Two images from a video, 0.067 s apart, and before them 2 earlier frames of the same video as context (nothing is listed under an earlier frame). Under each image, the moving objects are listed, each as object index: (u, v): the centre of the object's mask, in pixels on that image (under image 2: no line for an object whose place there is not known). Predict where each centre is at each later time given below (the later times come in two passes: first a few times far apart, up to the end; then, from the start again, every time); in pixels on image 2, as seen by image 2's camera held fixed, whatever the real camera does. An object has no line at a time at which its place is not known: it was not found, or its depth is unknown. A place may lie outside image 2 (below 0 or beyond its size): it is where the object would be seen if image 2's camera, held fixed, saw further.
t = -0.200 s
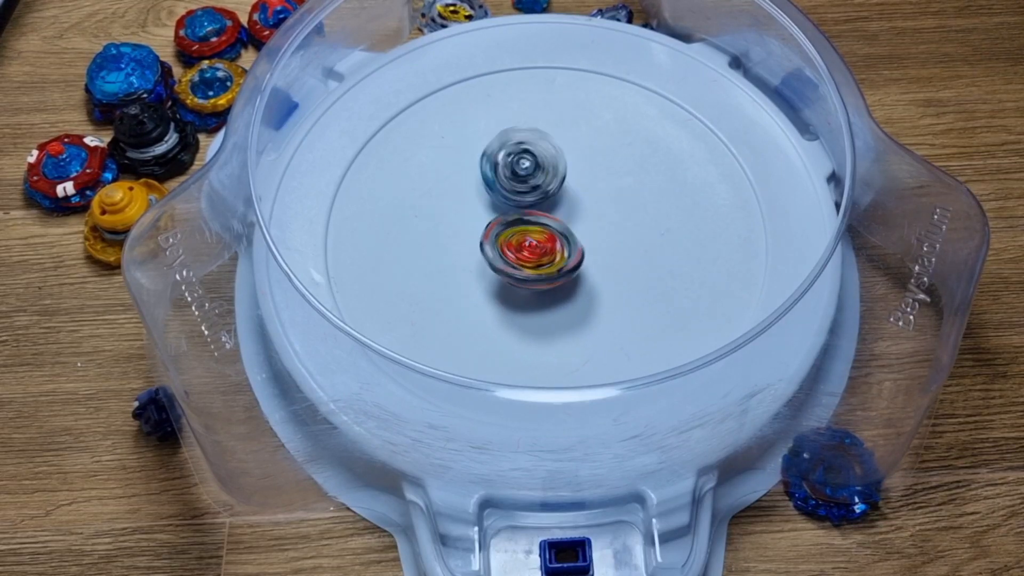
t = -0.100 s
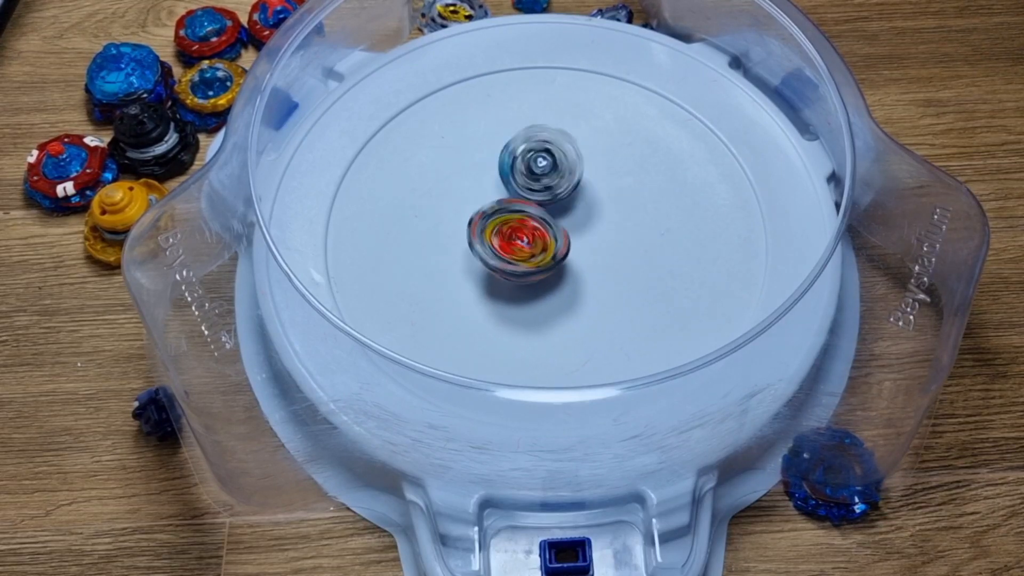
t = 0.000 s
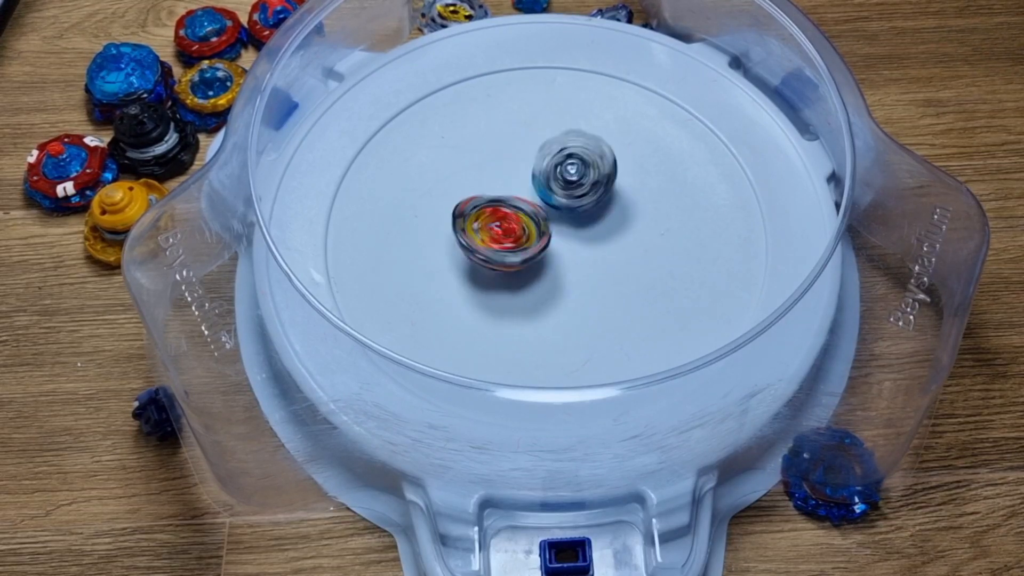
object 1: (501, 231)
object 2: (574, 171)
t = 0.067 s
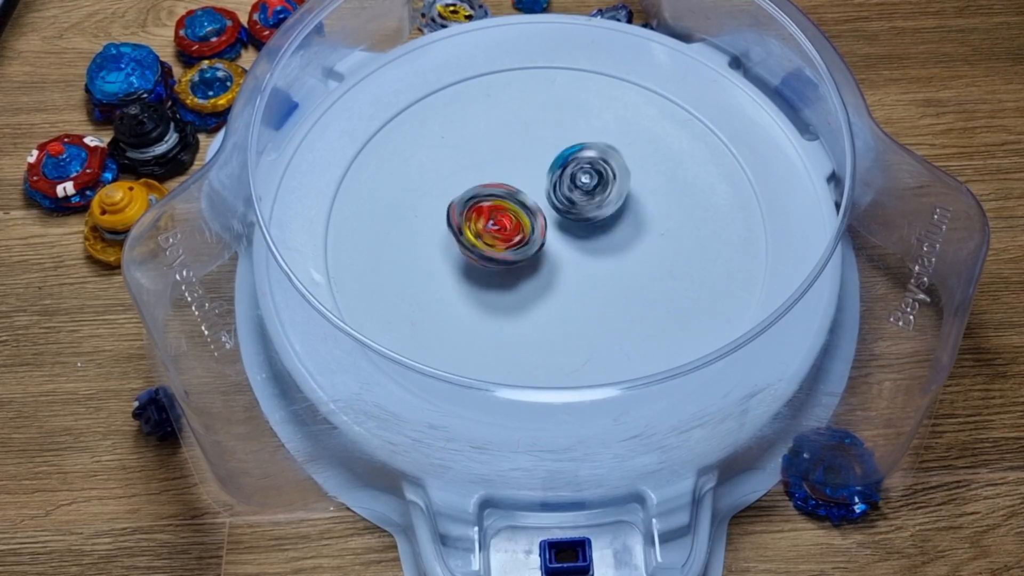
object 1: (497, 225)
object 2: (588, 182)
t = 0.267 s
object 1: (500, 204)
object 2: (602, 221)
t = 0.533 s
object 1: (532, 183)
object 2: (564, 265)
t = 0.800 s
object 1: (569, 179)
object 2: (515, 247)
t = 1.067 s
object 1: (584, 212)
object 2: (469, 194)
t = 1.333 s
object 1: (543, 223)
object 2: (464, 193)
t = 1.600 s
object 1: (537, 224)
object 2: (461, 175)
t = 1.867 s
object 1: (553, 233)
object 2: (460, 178)
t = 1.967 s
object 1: (552, 235)
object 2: (460, 180)
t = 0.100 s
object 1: (495, 221)
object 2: (594, 189)
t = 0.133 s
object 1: (493, 216)
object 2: (597, 195)
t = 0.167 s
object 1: (495, 213)
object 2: (600, 201)
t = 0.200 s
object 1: (495, 210)
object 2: (601, 206)
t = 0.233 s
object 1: (498, 206)
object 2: (602, 214)
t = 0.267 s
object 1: (500, 204)
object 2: (602, 221)
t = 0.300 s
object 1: (506, 201)
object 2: (599, 229)
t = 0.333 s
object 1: (510, 200)
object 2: (595, 236)
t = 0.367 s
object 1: (513, 194)
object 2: (593, 243)
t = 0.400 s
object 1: (517, 193)
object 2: (592, 250)
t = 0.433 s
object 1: (517, 186)
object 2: (590, 257)
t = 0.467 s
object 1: (524, 183)
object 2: (582, 262)
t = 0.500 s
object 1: (528, 184)
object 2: (573, 266)
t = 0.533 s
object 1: (532, 183)
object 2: (564, 265)
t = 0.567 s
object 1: (537, 177)
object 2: (559, 272)
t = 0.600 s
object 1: (543, 174)
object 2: (549, 270)
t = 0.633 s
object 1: (548, 175)
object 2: (540, 269)
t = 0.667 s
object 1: (549, 178)
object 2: (536, 263)
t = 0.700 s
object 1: (557, 173)
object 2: (527, 267)
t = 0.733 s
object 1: (564, 175)
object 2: (520, 261)
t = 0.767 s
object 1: (567, 177)
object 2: (518, 256)
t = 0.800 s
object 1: (569, 179)
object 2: (515, 247)
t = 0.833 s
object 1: (572, 180)
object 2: (512, 241)
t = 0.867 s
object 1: (580, 183)
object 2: (507, 233)
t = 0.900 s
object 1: (582, 192)
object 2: (501, 225)
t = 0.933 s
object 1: (584, 195)
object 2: (495, 218)
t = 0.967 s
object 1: (586, 198)
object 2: (489, 212)
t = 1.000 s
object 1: (584, 204)
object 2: (479, 204)
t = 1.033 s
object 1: (584, 208)
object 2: (473, 198)
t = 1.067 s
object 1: (584, 212)
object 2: (469, 194)
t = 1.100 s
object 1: (582, 216)
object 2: (467, 191)
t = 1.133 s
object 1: (578, 220)
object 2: (467, 191)
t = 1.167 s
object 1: (572, 224)
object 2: (464, 190)
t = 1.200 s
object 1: (567, 227)
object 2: (464, 190)
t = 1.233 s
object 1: (563, 227)
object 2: (465, 191)
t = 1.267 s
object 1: (556, 227)
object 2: (466, 191)
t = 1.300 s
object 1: (549, 225)
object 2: (465, 192)
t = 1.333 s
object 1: (543, 223)
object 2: (464, 193)
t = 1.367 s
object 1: (543, 222)
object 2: (462, 192)
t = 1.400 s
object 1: (544, 219)
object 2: (461, 189)
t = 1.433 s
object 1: (541, 217)
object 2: (461, 186)
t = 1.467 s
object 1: (540, 217)
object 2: (461, 184)
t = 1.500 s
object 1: (545, 223)
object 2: (460, 178)
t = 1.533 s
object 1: (540, 227)
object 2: (461, 176)
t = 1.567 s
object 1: (537, 227)
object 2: (461, 176)
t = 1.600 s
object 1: (537, 224)
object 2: (461, 175)
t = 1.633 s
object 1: (539, 220)
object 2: (462, 174)
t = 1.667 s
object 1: (546, 220)
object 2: (463, 173)
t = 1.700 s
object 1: (552, 222)
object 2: (463, 173)
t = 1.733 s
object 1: (552, 228)
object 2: (463, 174)
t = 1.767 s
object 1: (553, 232)
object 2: (462, 175)
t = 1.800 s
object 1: (551, 233)
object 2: (461, 176)
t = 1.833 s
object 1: (549, 234)
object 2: (460, 177)
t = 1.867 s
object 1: (553, 233)
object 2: (460, 178)
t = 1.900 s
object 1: (554, 233)
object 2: (460, 178)
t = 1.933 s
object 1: (555, 235)
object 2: (460, 179)
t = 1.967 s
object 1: (552, 235)
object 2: (460, 180)
